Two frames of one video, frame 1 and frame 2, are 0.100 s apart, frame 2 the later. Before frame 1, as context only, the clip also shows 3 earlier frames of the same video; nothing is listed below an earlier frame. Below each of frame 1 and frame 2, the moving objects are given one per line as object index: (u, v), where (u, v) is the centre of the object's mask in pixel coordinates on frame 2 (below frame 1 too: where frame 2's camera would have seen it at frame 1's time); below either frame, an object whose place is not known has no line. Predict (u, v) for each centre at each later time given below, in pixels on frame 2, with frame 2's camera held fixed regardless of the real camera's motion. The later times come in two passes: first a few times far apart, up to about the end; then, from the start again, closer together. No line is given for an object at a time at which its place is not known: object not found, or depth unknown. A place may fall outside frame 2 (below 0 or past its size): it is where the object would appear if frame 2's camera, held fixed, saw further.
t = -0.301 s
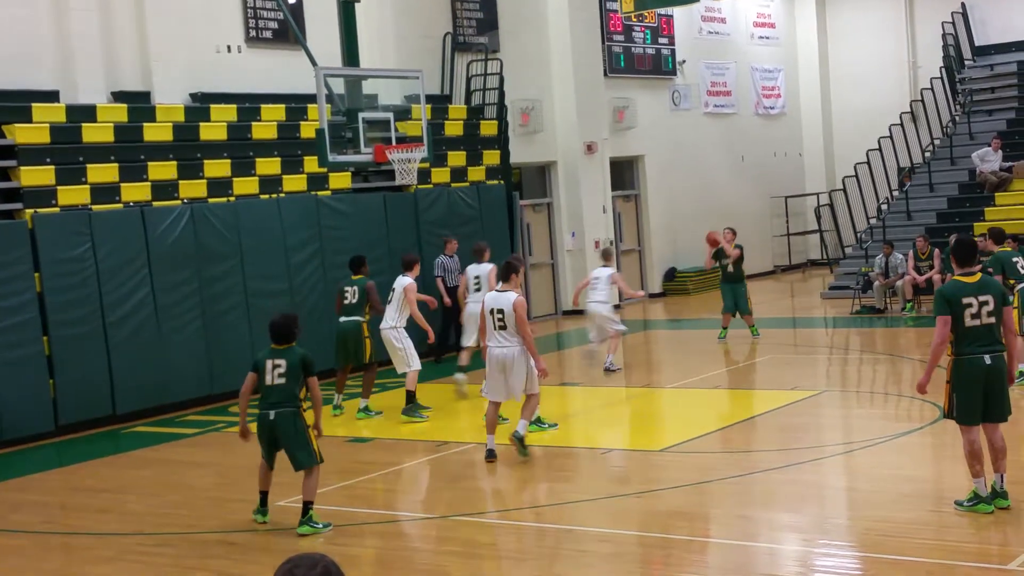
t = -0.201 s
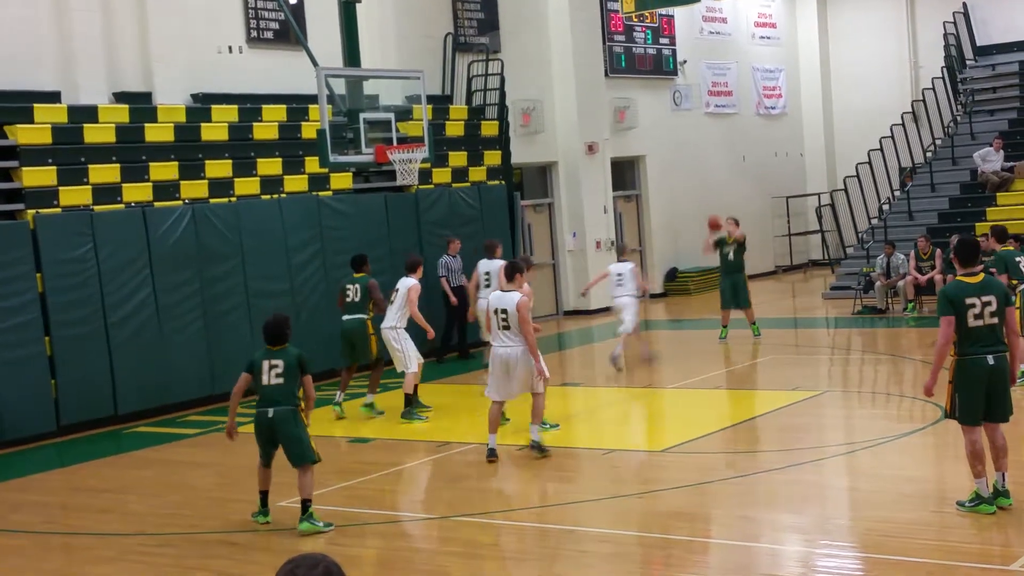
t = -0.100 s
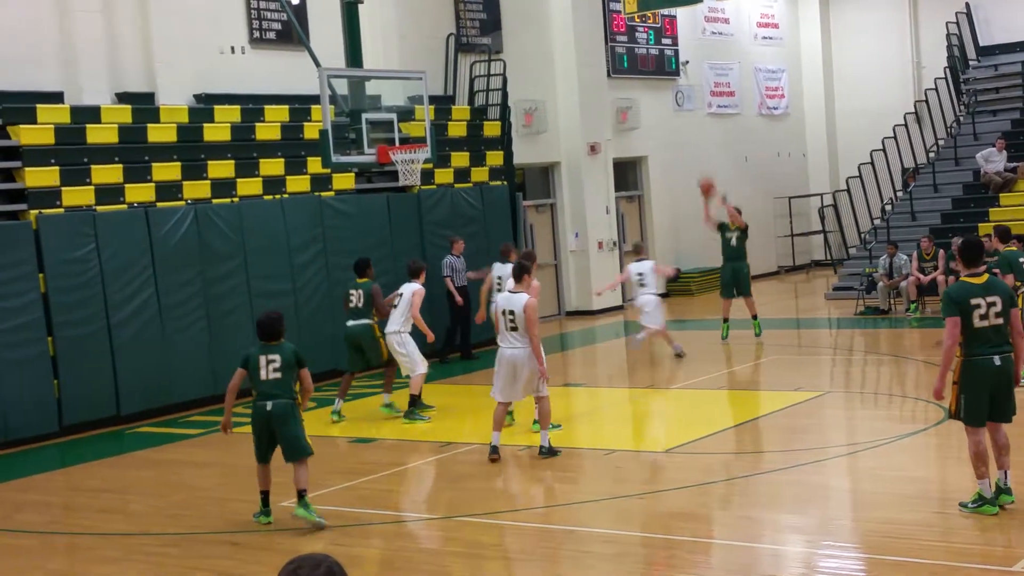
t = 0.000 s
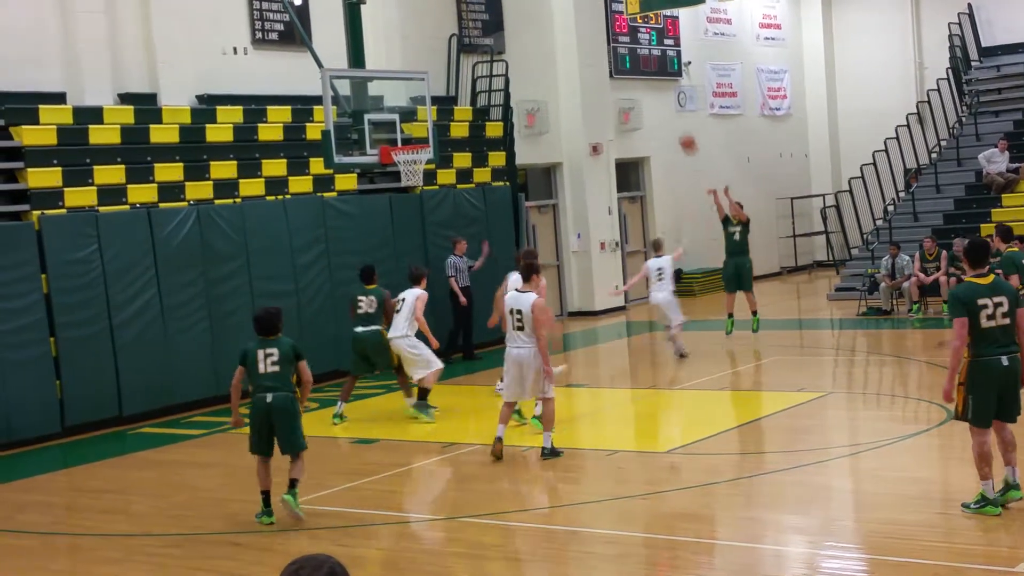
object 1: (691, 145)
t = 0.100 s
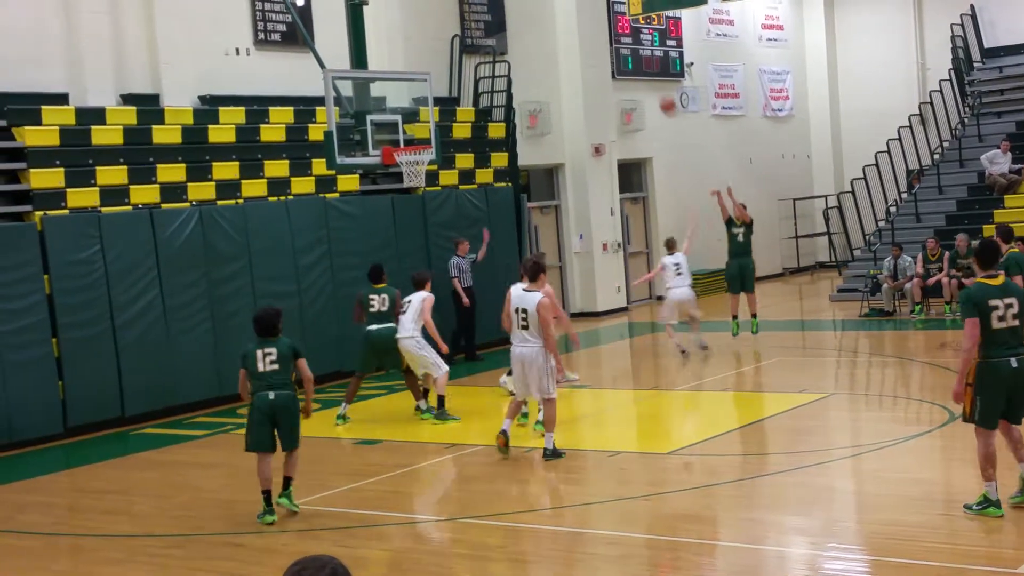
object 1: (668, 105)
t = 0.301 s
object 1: (623, 46)
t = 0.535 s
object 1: (571, 10)
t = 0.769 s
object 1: (518, 14)
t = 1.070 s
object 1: (449, 86)
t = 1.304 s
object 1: (405, 175)
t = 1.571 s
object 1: (407, 177)
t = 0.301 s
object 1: (623, 46)
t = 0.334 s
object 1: (616, 38)
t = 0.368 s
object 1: (609, 32)
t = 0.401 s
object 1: (601, 26)
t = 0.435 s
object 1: (593, 21)
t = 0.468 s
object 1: (586, 16)
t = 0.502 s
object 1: (578, 13)
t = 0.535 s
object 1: (571, 10)
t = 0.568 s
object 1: (563, 8)
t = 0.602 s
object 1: (555, 7)
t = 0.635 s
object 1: (548, 7)
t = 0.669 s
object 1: (541, 7)
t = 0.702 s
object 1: (533, 9)
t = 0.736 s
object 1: (525, 11)
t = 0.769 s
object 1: (518, 14)
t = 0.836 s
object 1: (502, 23)
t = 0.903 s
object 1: (488, 36)
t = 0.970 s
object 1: (472, 53)
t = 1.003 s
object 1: (465, 63)
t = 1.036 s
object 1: (456, 74)
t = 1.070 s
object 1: (449, 86)
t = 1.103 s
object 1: (441, 100)
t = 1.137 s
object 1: (437, 113)
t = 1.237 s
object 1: (409, 165)
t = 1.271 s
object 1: (407, 174)
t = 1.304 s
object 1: (405, 175)
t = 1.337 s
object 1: (405, 171)
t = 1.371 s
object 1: (406, 170)
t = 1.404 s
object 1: (404, 171)
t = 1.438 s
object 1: (404, 172)
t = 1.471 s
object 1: (404, 171)
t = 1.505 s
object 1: (405, 173)
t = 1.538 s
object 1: (406, 175)
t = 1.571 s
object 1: (407, 177)
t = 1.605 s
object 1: (409, 176)
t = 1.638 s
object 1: (410, 179)
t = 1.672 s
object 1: (411, 190)
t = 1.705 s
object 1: (414, 193)
